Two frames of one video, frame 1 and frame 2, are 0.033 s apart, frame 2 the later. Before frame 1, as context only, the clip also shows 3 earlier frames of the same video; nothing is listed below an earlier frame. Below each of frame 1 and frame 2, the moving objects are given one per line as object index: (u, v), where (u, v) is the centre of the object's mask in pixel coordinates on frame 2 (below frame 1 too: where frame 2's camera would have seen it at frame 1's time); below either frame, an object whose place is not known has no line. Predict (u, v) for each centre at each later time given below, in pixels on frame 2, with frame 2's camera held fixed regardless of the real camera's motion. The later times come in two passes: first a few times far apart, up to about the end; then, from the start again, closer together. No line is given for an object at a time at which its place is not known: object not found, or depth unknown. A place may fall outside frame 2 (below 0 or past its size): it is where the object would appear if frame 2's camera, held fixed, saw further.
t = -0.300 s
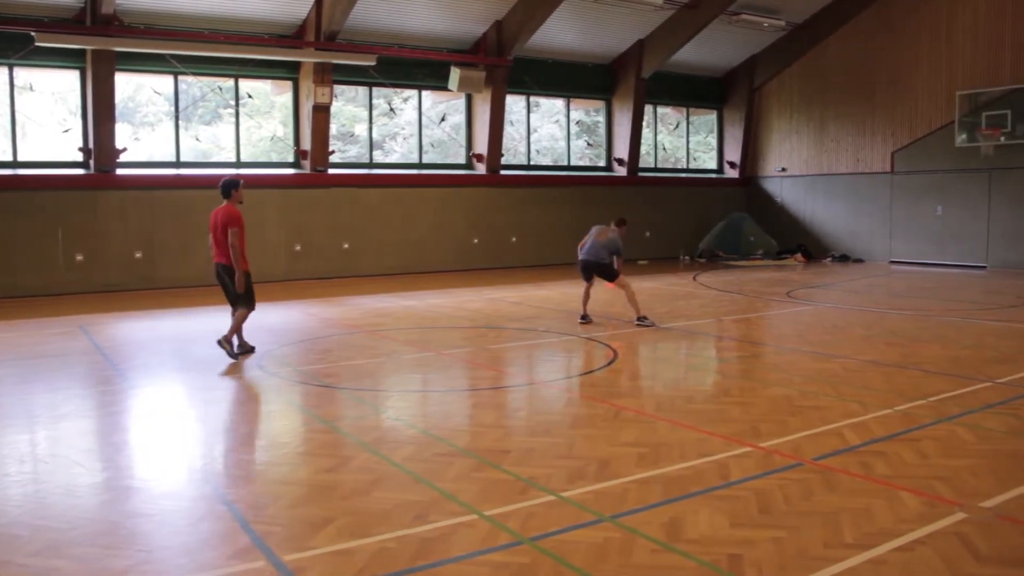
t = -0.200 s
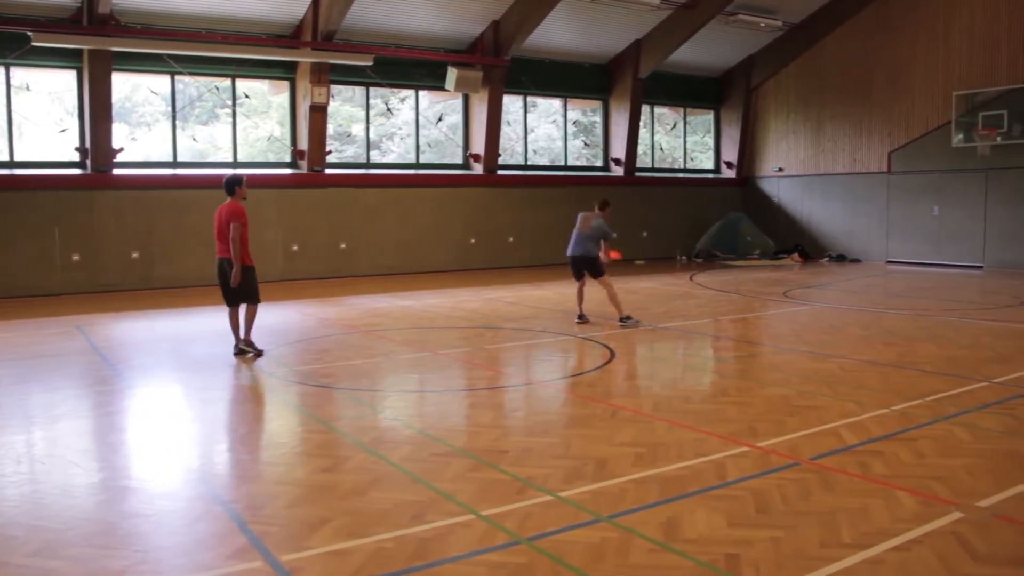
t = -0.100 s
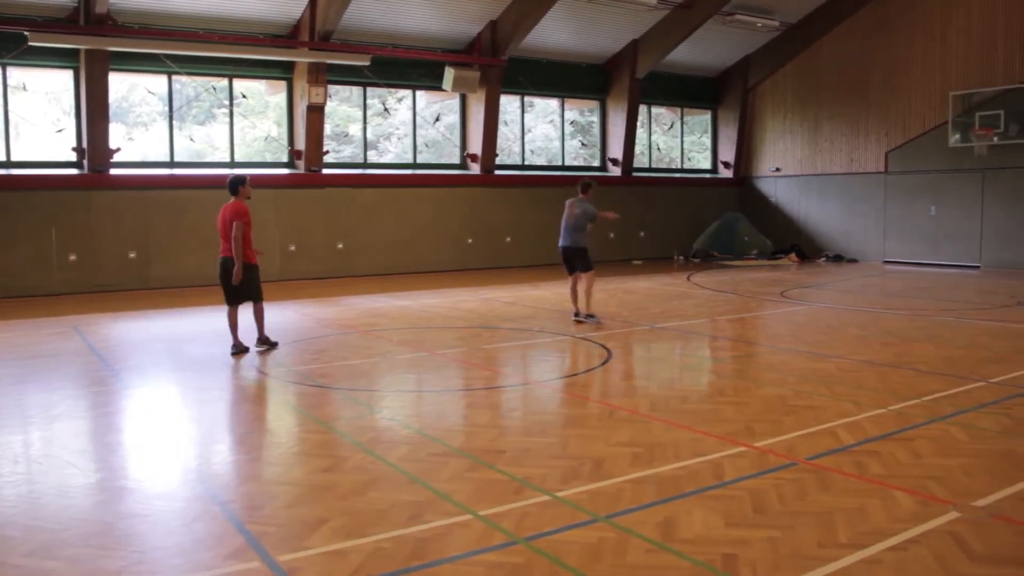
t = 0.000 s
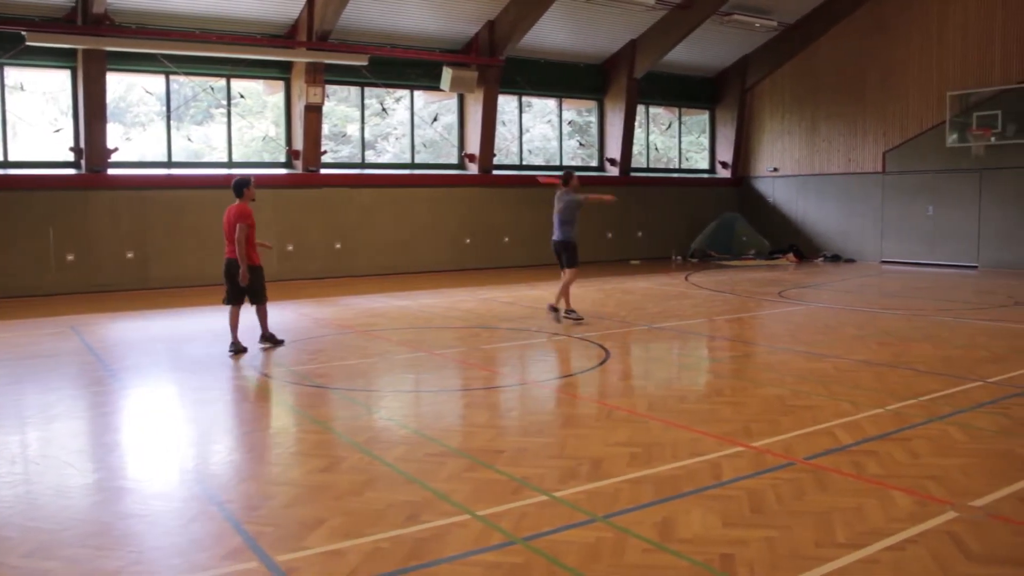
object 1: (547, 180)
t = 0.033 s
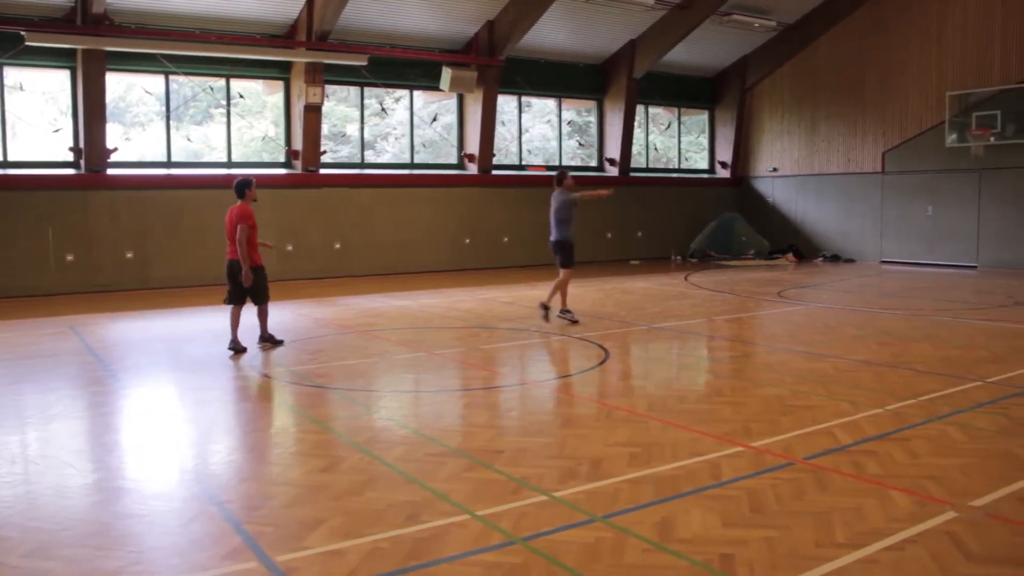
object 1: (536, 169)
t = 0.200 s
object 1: (482, 135)
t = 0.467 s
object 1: (388, 126)
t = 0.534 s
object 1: (364, 130)
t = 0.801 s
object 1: (269, 167)
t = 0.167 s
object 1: (489, 140)
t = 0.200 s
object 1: (482, 135)
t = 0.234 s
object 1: (469, 131)
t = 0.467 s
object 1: (388, 126)
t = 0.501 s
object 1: (376, 127)
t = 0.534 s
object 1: (364, 130)
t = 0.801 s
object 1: (269, 167)
